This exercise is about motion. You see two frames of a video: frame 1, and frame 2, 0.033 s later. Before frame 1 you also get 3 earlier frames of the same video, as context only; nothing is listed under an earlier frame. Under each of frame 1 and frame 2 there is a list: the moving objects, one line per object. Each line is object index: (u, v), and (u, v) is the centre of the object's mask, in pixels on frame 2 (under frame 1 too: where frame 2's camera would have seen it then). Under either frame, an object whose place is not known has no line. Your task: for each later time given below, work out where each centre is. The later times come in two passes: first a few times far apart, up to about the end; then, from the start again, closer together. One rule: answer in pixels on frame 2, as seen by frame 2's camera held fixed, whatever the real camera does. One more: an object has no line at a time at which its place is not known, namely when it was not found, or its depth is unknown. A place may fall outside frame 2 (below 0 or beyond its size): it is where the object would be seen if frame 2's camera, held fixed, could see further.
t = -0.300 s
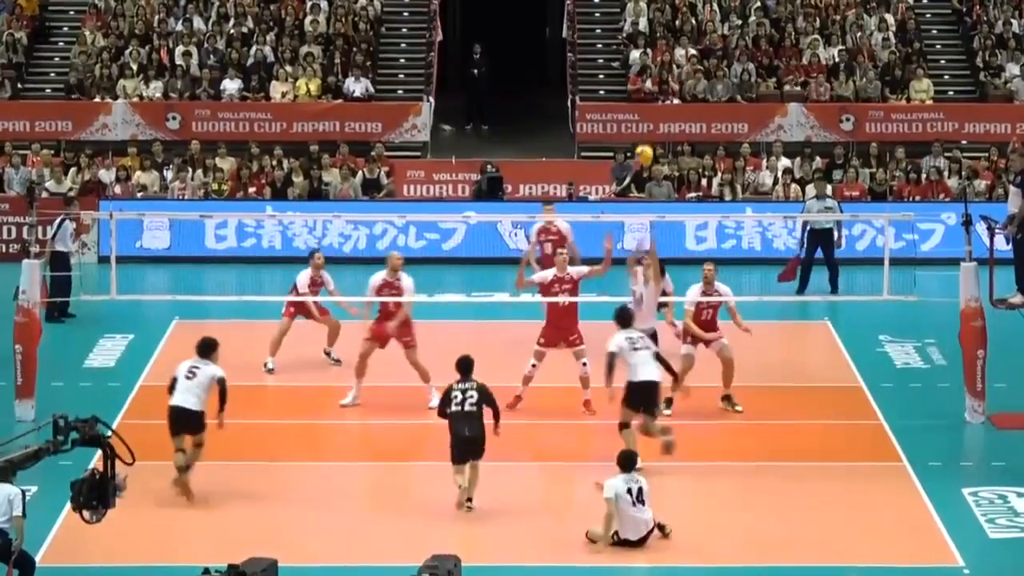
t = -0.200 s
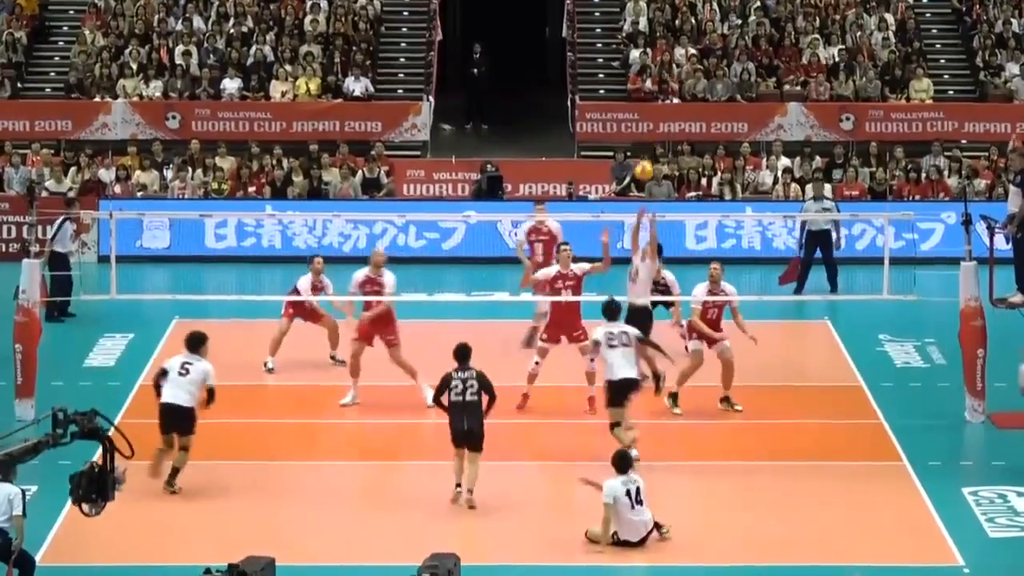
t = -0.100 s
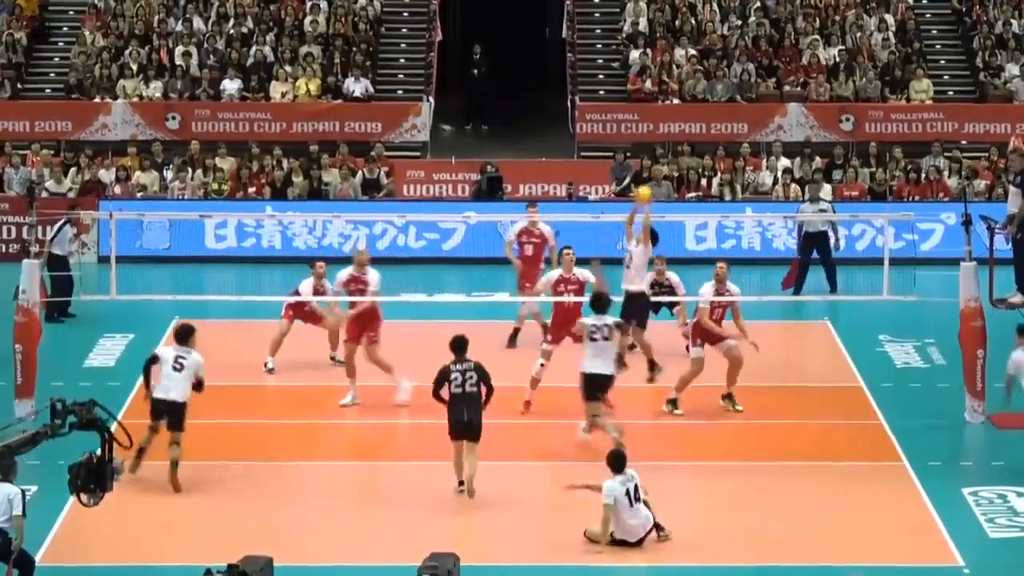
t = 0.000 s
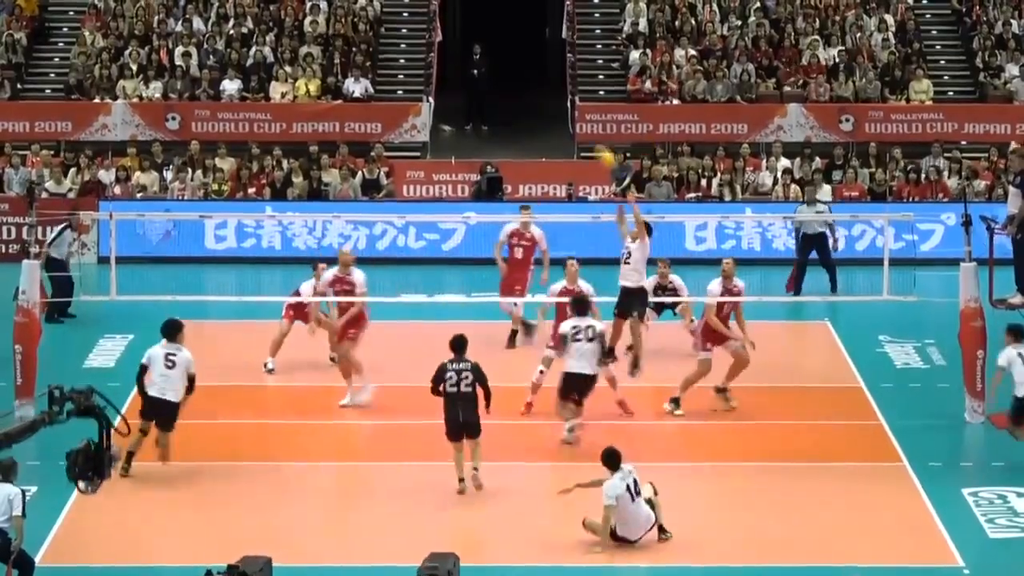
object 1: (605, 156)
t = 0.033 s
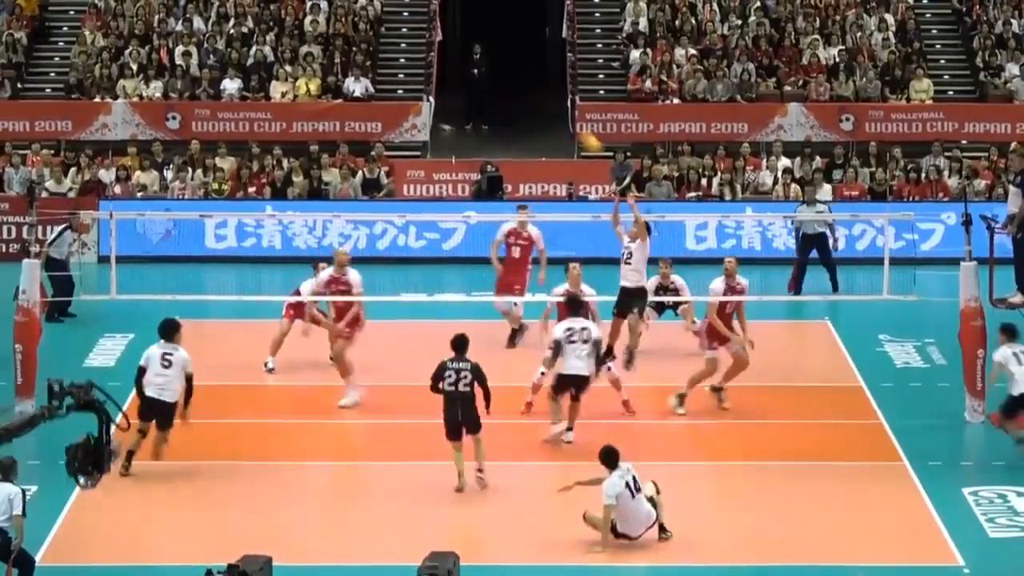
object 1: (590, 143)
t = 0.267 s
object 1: (485, 73)
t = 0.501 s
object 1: (384, 48)
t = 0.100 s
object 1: (559, 119)
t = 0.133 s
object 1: (544, 108)
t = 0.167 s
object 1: (530, 98)
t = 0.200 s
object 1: (515, 89)
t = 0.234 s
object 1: (500, 81)
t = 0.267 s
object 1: (485, 73)
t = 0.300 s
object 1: (471, 67)
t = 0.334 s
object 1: (456, 62)
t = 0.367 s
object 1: (445, 58)
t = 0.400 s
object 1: (428, 53)
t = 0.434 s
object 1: (414, 51)
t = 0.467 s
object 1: (398, 47)
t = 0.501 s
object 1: (384, 48)
